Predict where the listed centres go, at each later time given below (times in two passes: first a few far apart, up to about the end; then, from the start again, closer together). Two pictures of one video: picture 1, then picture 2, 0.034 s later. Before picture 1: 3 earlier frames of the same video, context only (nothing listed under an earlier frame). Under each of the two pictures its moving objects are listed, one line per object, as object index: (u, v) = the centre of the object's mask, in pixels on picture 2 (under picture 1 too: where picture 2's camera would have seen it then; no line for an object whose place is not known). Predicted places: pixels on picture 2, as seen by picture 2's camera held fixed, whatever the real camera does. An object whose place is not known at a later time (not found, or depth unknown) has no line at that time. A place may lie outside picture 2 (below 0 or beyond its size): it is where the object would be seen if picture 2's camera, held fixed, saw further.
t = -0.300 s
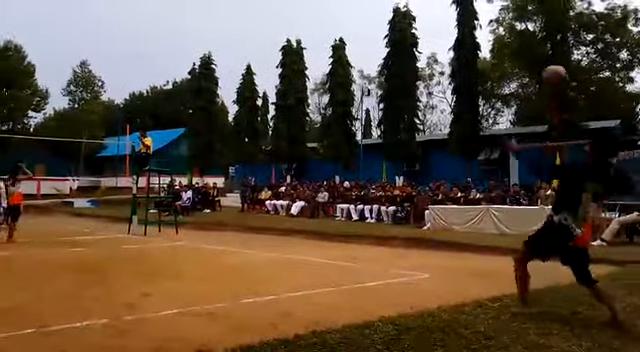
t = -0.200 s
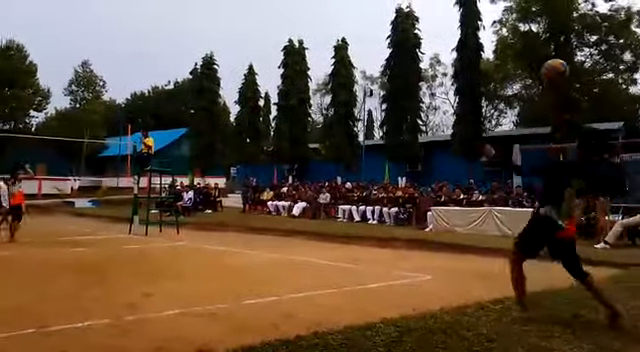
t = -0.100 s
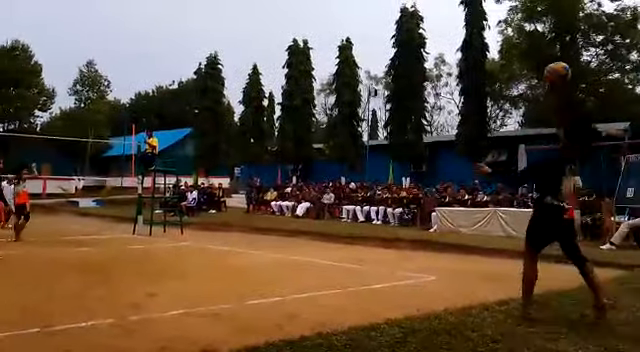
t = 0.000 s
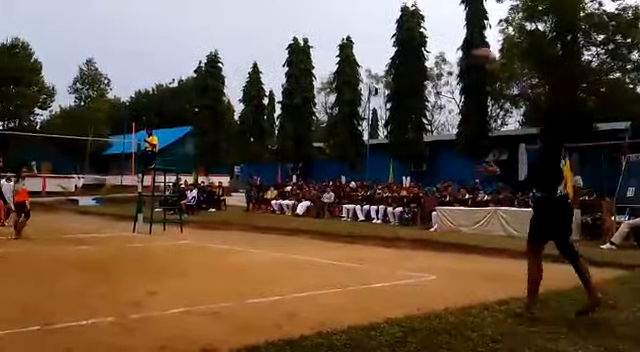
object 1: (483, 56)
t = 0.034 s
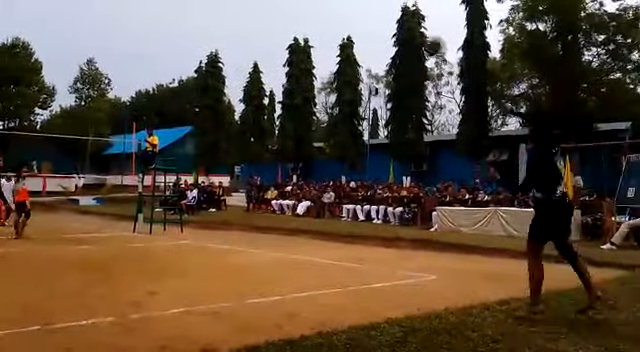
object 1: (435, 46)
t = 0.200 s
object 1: (244, 8)
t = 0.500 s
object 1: (40, 13)
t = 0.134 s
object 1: (310, 19)
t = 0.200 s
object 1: (244, 8)
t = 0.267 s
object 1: (188, 4)
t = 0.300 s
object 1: (162, 3)
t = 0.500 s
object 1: (40, 13)
